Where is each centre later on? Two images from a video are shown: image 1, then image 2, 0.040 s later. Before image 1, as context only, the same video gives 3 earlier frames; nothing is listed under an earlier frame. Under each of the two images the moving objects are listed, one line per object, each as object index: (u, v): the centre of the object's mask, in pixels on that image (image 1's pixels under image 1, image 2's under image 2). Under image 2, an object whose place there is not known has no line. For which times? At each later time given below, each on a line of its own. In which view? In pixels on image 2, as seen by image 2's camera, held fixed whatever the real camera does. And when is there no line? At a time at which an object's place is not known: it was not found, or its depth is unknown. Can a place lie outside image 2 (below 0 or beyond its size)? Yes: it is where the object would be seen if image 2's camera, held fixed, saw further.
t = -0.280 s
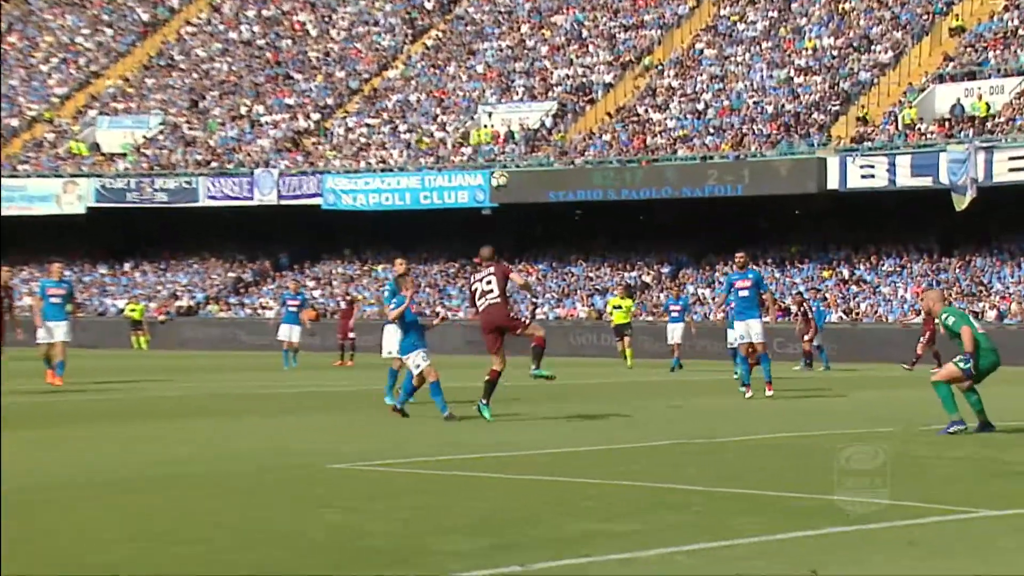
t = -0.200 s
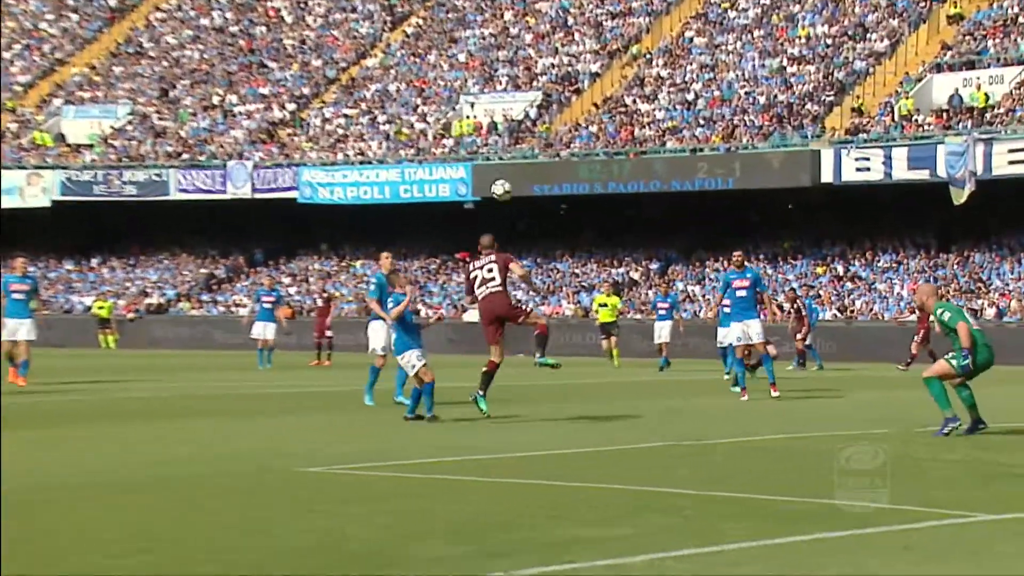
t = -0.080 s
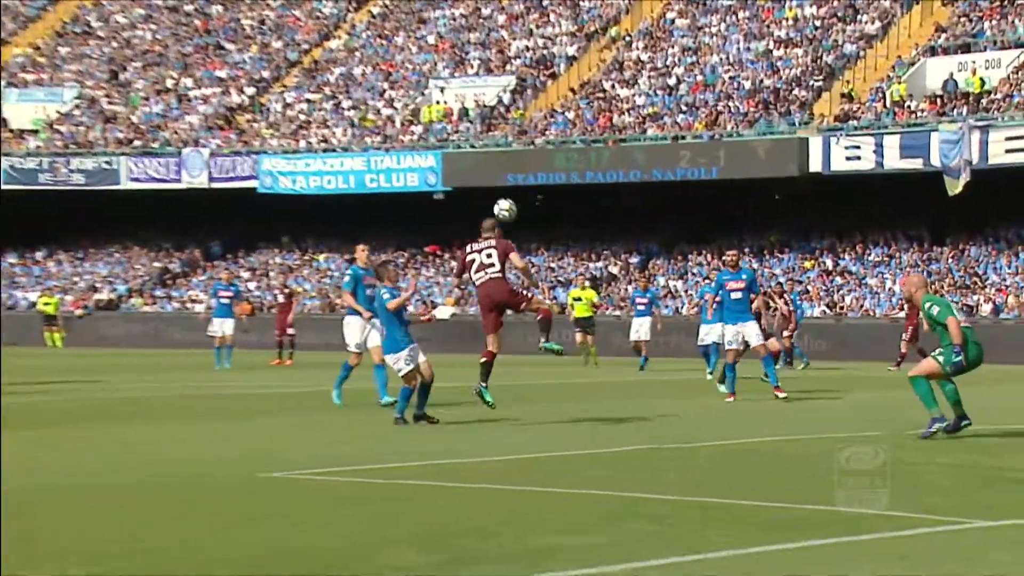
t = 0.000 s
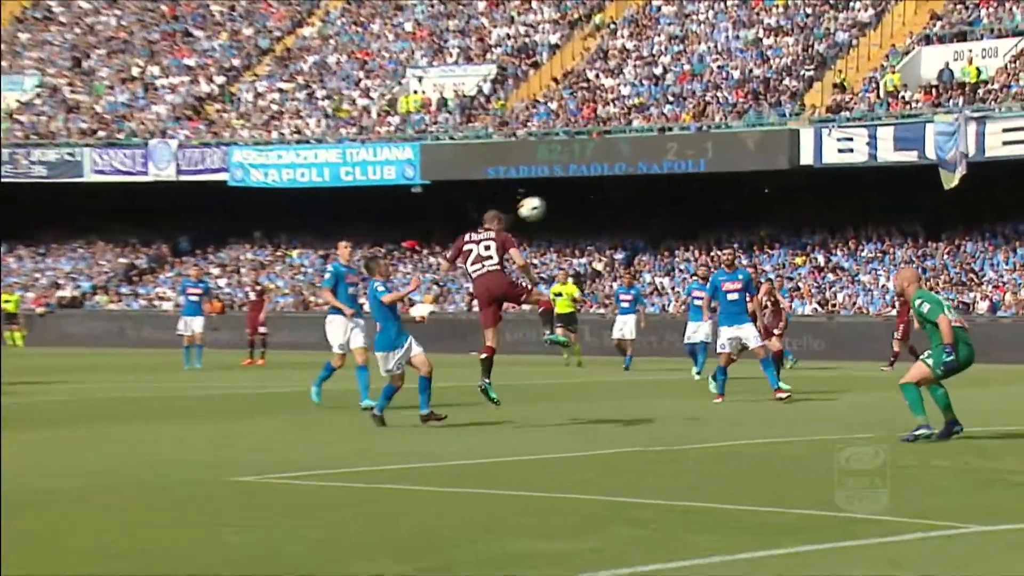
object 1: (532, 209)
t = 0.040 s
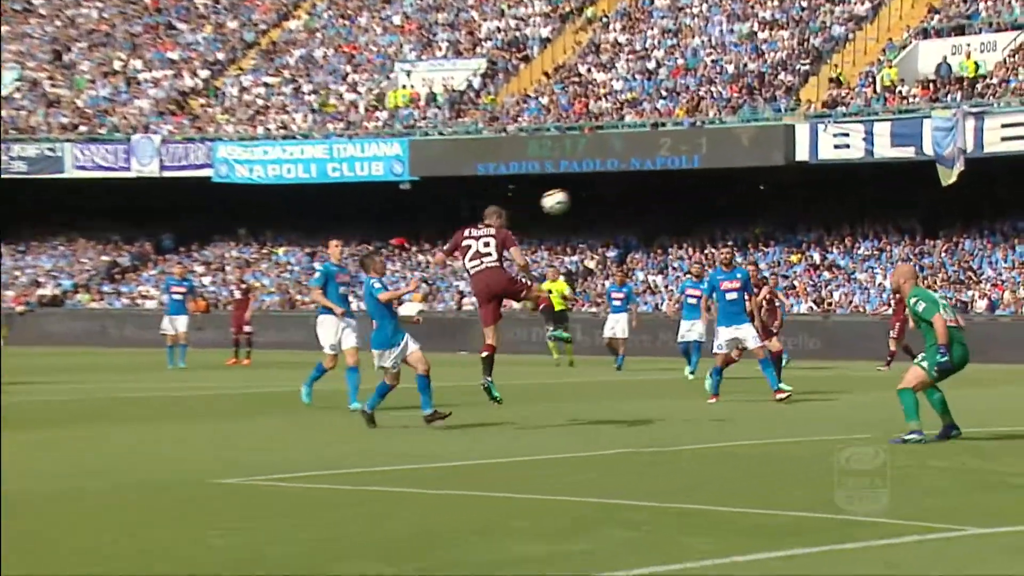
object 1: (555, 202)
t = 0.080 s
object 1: (589, 201)
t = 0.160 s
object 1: (655, 196)
